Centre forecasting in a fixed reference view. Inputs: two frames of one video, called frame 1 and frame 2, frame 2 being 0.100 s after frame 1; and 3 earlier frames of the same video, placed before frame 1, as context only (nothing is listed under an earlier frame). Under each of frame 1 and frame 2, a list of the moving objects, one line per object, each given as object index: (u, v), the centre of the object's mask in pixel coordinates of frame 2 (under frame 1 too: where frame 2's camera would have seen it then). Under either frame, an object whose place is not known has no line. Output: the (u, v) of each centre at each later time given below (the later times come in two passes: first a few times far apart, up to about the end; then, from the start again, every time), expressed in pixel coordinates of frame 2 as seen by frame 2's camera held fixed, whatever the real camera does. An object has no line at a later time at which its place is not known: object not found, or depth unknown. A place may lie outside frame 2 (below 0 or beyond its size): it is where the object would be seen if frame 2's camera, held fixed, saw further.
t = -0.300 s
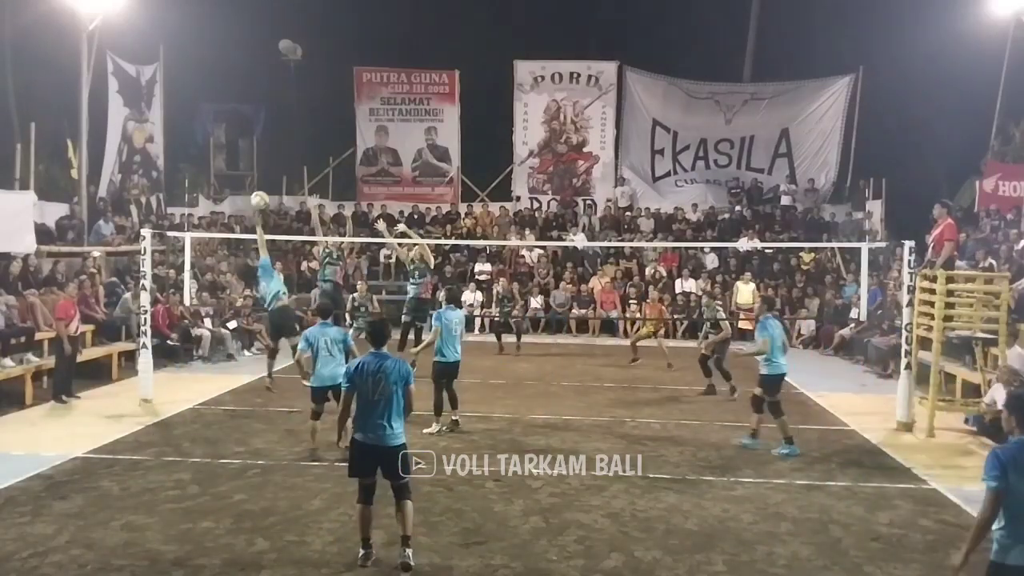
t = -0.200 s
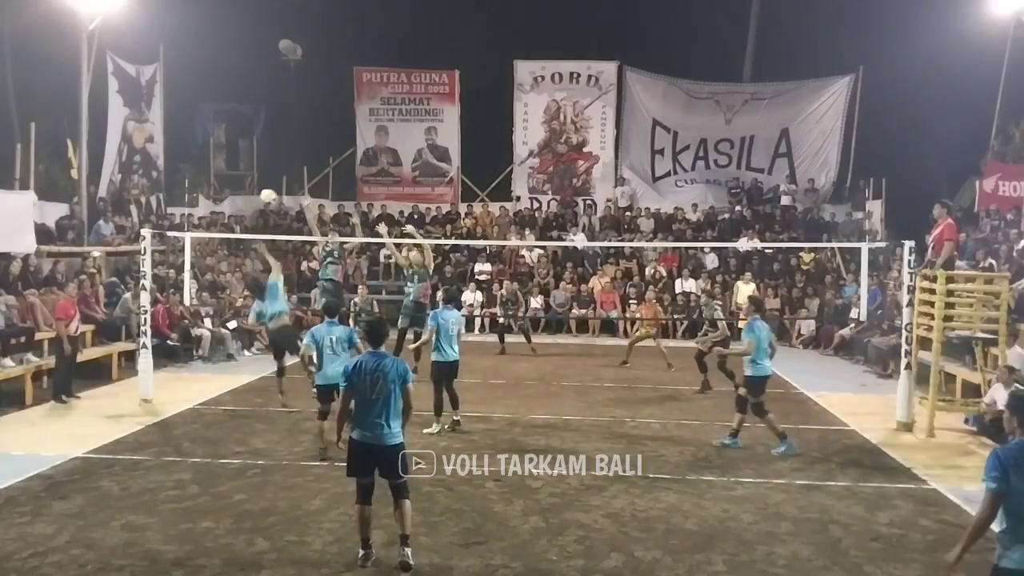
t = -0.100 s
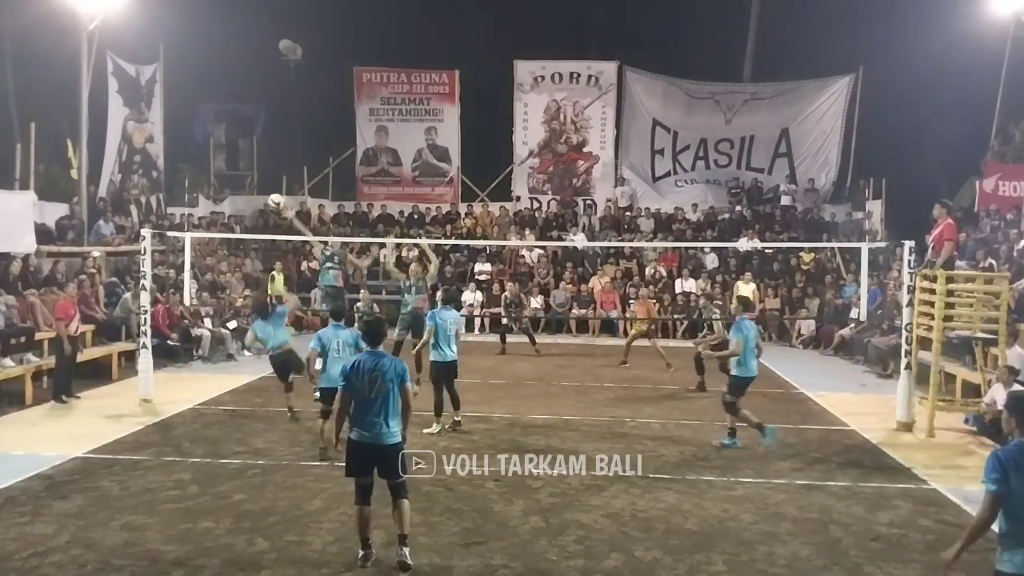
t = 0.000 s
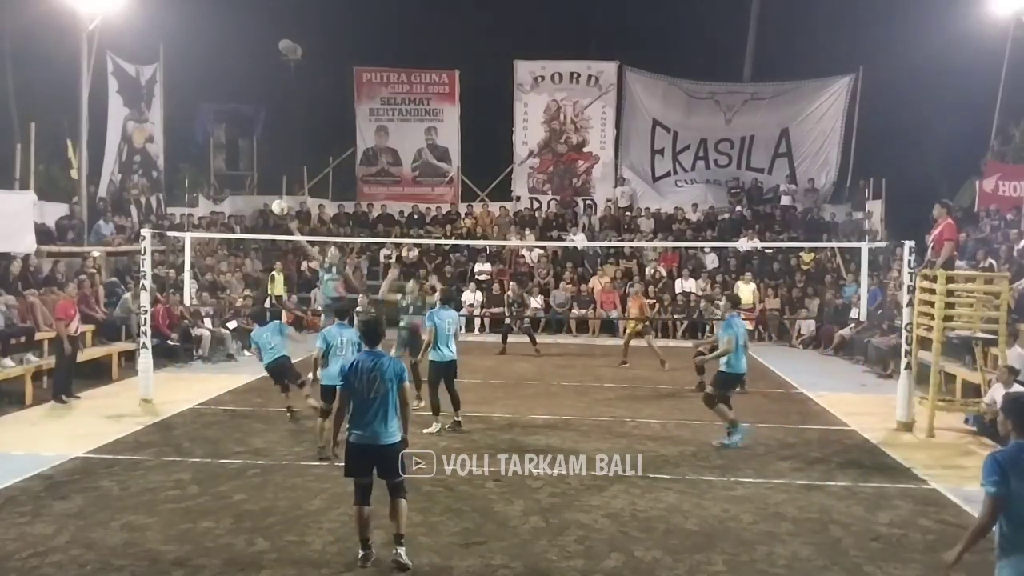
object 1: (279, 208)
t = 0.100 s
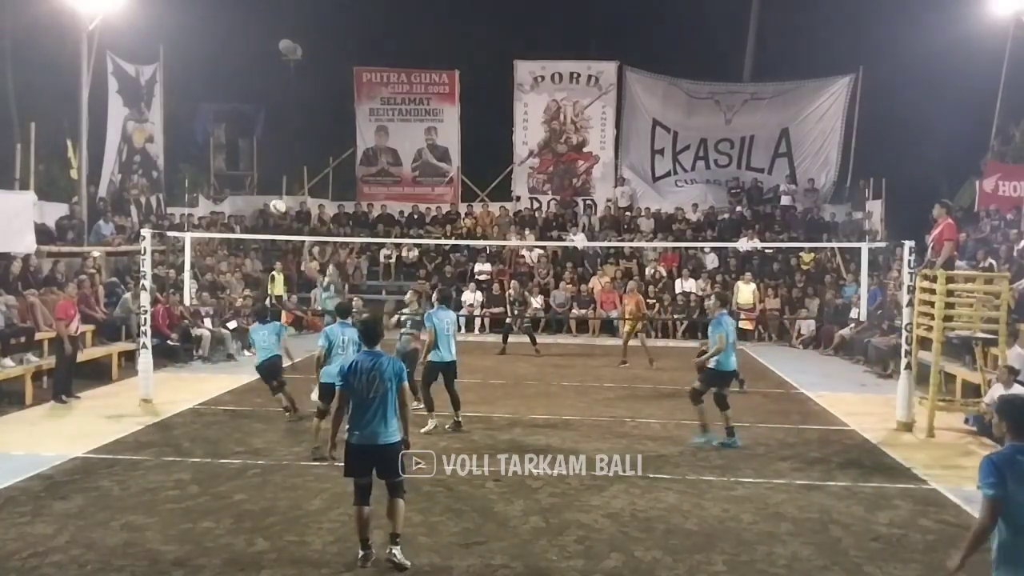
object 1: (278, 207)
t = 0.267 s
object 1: (273, 222)
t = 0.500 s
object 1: (265, 273)
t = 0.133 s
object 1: (276, 208)
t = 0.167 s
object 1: (275, 211)
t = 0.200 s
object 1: (275, 213)
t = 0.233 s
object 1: (274, 217)
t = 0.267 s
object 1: (273, 222)
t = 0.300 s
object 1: (272, 226)
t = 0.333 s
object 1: (271, 231)
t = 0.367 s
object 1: (270, 240)
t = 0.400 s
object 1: (270, 247)
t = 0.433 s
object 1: (269, 254)
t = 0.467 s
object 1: (268, 264)
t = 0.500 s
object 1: (265, 273)
